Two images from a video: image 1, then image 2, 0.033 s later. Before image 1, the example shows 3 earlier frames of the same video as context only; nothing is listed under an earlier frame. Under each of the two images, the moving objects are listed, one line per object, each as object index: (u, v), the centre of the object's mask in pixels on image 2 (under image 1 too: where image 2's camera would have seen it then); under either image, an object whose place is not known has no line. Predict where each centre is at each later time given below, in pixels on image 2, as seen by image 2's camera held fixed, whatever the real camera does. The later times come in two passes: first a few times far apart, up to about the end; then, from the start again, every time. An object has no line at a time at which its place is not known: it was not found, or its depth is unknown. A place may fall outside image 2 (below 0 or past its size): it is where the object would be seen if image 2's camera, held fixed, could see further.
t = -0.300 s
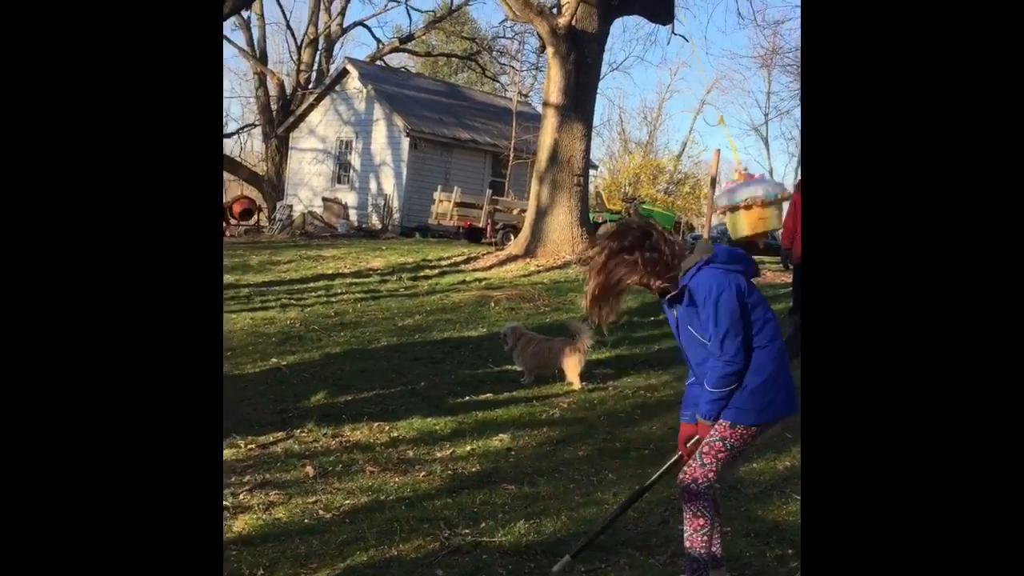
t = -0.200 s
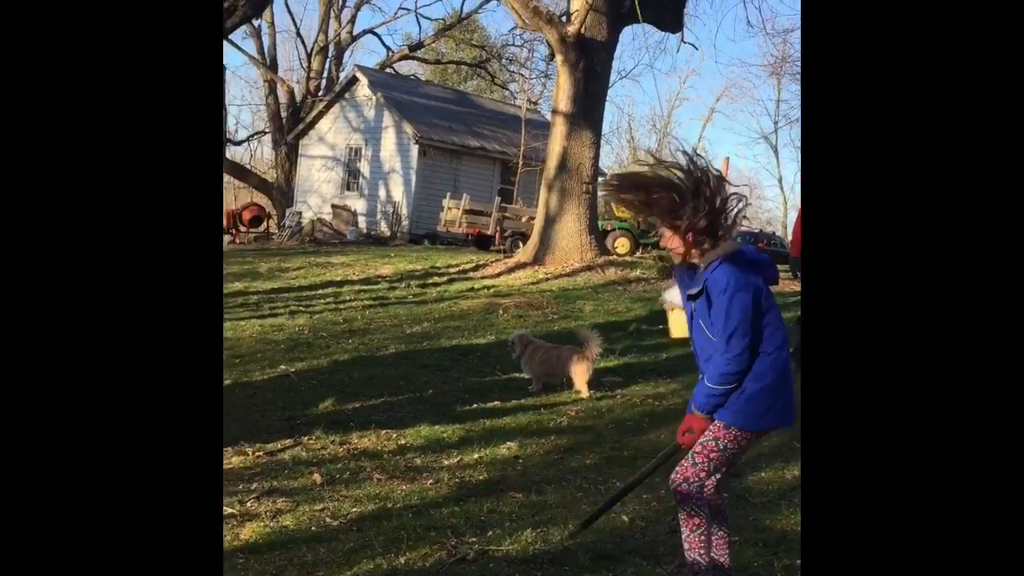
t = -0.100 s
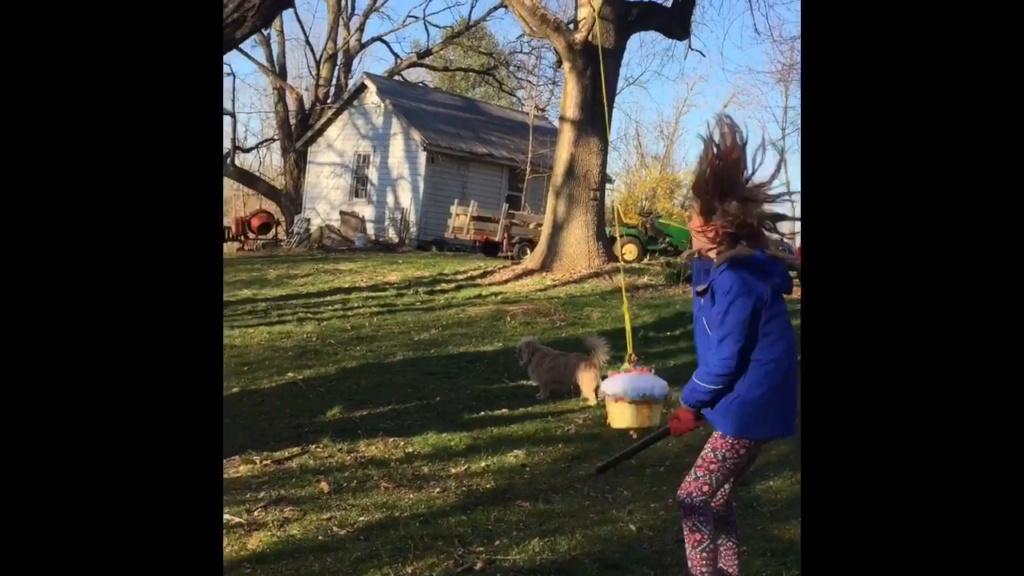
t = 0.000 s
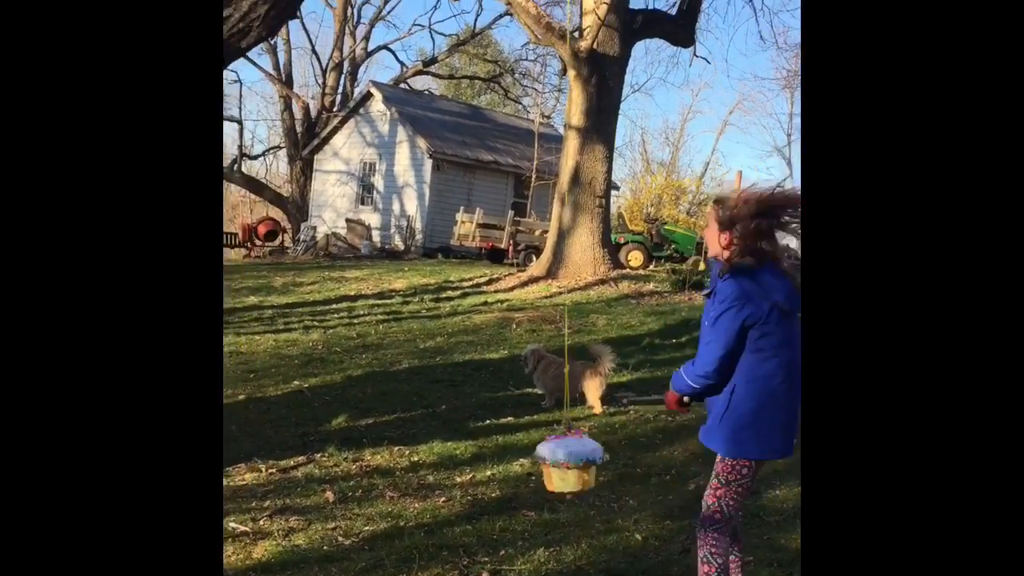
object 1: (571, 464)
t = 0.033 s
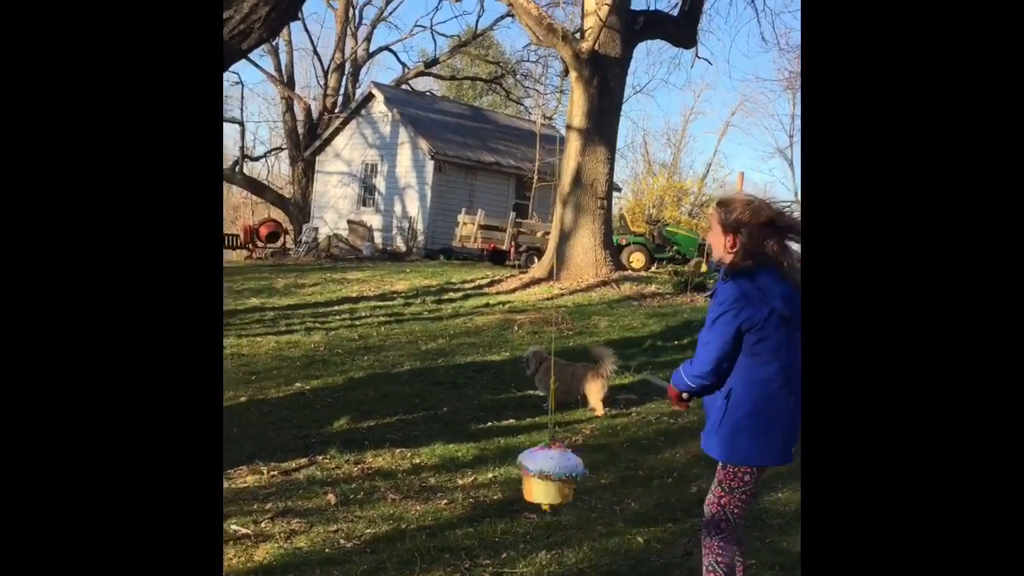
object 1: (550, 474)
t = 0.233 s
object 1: (428, 443)
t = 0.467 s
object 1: (318, 393)
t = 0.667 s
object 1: (279, 314)
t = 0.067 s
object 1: (528, 476)
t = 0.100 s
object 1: (507, 470)
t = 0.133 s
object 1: (486, 462)
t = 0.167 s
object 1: (465, 454)
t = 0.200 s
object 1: (447, 448)
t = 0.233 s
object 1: (428, 443)
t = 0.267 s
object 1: (409, 439)
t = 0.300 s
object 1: (391, 434)
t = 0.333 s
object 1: (374, 428)
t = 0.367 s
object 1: (358, 420)
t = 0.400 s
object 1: (344, 411)
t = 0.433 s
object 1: (330, 403)
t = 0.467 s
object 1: (318, 393)
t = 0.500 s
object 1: (308, 382)
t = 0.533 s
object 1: (298, 370)
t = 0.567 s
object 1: (291, 356)
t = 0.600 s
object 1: (284, 341)
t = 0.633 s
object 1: (280, 328)
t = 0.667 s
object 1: (279, 314)
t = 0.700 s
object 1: (278, 305)
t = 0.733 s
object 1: (281, 294)
